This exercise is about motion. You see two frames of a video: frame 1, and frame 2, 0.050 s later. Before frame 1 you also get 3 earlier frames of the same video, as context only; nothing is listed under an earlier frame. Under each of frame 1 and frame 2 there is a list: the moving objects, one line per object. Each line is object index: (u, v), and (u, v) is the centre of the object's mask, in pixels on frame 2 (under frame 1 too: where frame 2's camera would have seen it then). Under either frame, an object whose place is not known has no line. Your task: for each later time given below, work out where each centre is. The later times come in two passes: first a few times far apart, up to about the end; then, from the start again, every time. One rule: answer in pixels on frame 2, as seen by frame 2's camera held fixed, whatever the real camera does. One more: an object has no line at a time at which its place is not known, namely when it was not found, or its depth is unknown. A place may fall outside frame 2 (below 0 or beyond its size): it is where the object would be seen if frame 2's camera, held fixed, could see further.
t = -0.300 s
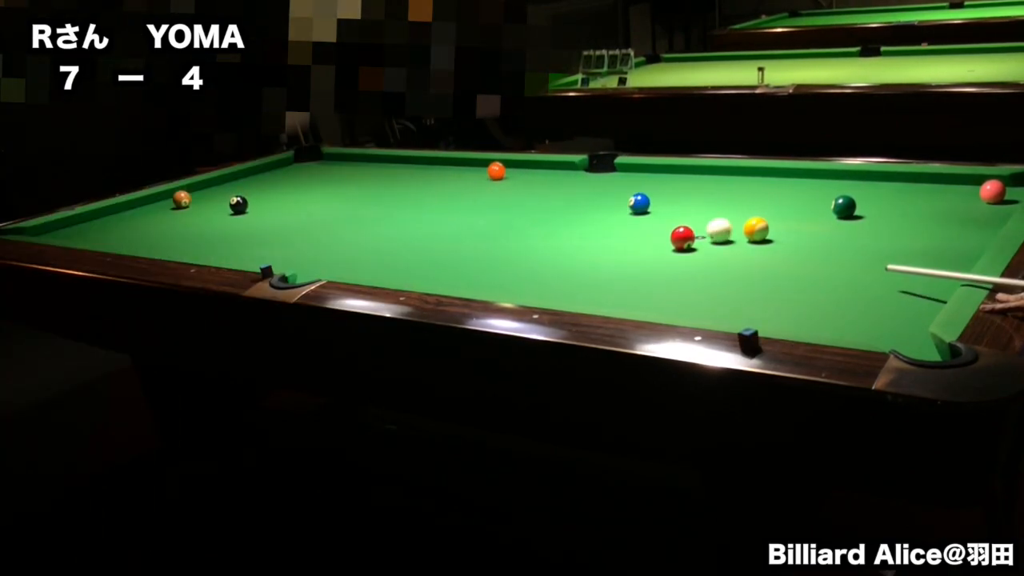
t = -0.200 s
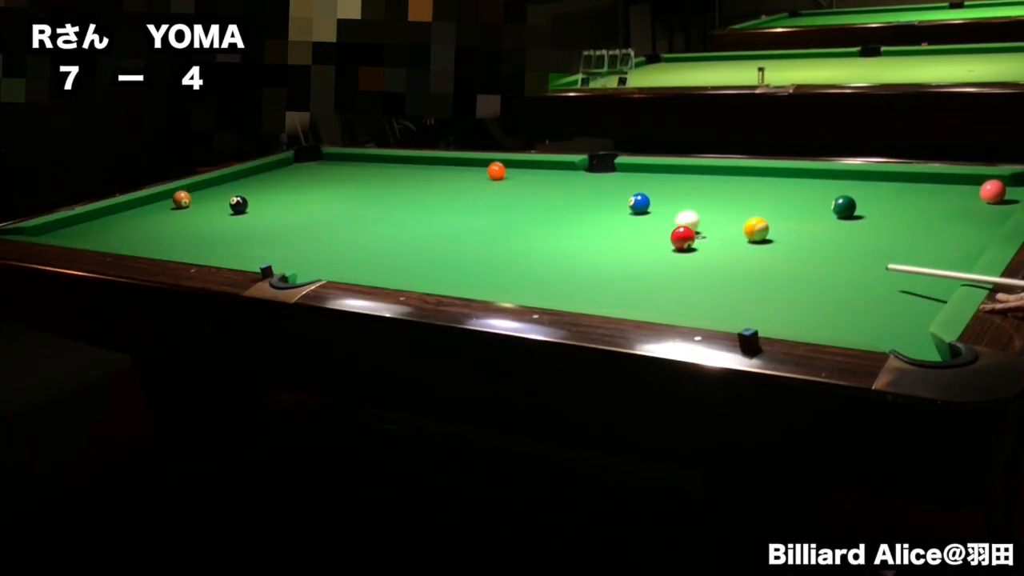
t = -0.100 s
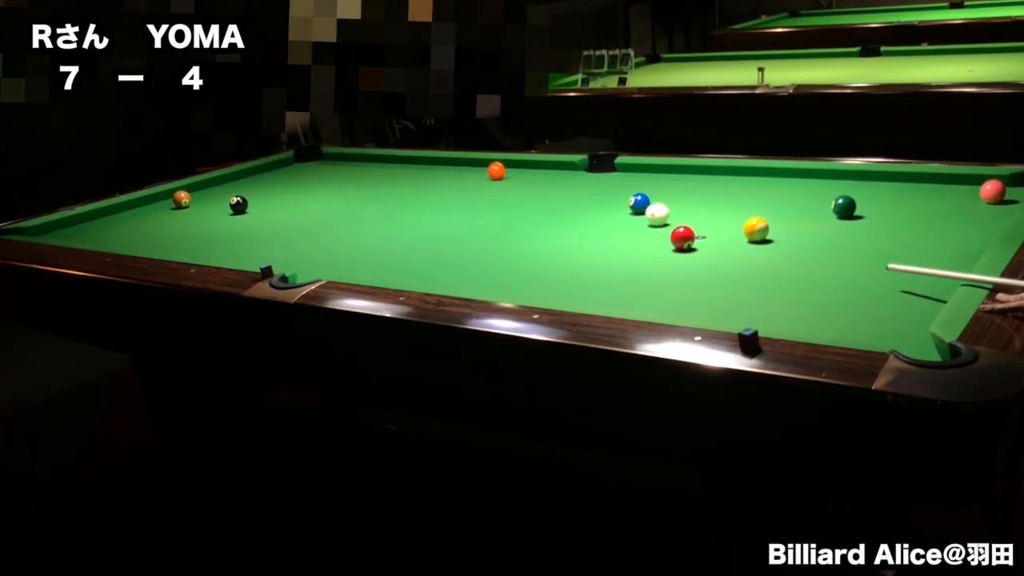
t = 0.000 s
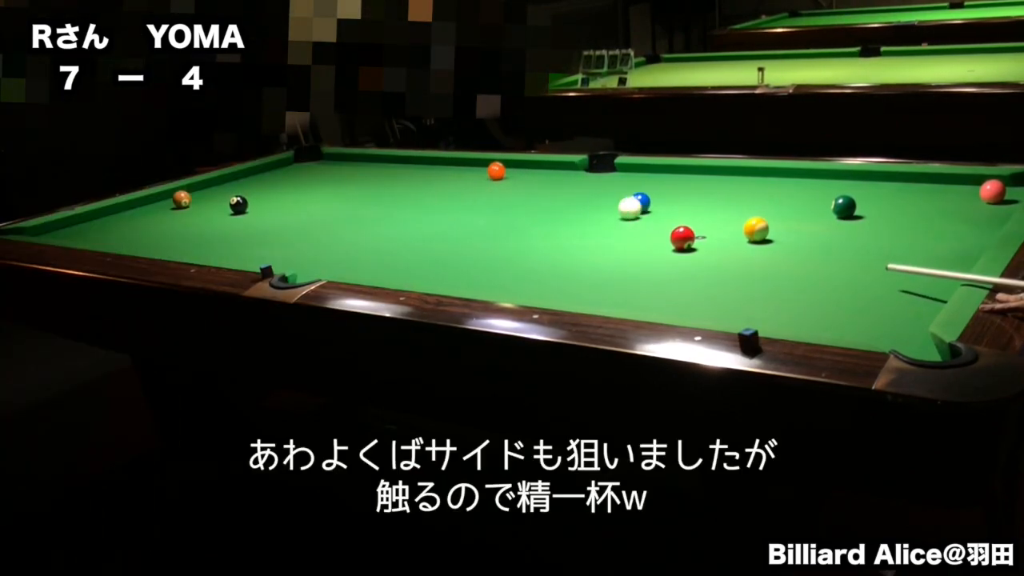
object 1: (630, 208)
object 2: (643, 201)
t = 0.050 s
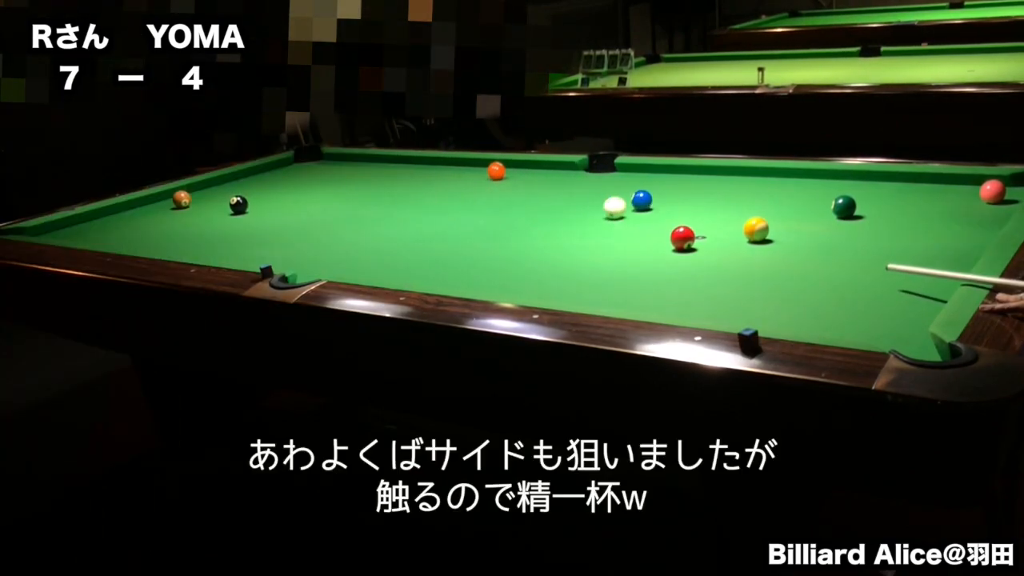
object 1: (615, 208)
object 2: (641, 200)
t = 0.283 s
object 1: (550, 205)
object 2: (648, 191)
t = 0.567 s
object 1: (479, 200)
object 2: (653, 183)
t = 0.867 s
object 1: (414, 195)
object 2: (659, 174)
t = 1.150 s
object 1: (359, 192)
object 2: (661, 169)
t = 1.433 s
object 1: (309, 188)
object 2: (648, 172)
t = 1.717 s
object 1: (265, 185)
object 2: (637, 174)
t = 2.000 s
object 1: (224, 181)
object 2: (627, 176)
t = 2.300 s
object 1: (228, 182)
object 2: (618, 178)
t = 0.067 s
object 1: (610, 208)
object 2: (642, 199)
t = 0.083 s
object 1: (605, 208)
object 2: (642, 199)
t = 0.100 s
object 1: (600, 207)
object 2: (643, 198)
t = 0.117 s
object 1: (595, 207)
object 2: (643, 198)
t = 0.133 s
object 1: (590, 206)
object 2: (644, 197)
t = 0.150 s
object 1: (586, 206)
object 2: (644, 196)
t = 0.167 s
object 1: (581, 206)
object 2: (645, 196)
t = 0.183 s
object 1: (577, 206)
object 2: (645, 195)
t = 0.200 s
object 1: (572, 206)
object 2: (645, 195)
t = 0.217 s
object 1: (568, 206)
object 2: (646, 194)
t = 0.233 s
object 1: (563, 205)
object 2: (646, 193)
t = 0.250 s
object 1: (559, 205)
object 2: (647, 193)
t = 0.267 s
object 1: (554, 205)
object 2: (647, 192)
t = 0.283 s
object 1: (550, 205)
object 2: (648, 191)
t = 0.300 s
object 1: (545, 204)
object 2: (648, 191)
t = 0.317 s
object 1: (541, 204)
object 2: (648, 191)
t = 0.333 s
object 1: (537, 204)
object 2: (648, 190)
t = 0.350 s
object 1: (532, 203)
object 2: (649, 190)
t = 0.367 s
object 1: (528, 203)
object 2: (649, 189)
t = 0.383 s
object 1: (524, 203)
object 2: (650, 188)
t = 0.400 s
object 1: (520, 203)
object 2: (650, 188)
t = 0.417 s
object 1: (515, 202)
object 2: (650, 187)
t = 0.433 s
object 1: (511, 202)
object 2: (651, 187)
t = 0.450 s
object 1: (507, 202)
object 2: (651, 186)
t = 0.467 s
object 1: (503, 201)
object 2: (651, 186)
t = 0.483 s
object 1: (499, 201)
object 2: (652, 185)
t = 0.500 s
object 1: (495, 201)
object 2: (652, 185)
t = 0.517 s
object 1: (491, 201)
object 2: (652, 184)
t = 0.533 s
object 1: (487, 200)
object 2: (653, 183)
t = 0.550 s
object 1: (483, 200)
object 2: (653, 183)
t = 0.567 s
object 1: (479, 200)
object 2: (653, 183)
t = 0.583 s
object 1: (476, 200)
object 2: (654, 182)
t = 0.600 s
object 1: (472, 199)
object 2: (654, 182)
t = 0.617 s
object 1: (468, 199)
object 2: (655, 181)
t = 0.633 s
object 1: (464, 199)
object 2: (655, 180)
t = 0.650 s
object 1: (460, 199)
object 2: (655, 180)
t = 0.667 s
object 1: (457, 198)
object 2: (655, 179)
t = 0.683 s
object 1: (453, 198)
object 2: (656, 178)
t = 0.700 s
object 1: (450, 198)
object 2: (656, 178)
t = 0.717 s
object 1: (446, 198)
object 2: (656, 177)
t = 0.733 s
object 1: (442, 197)
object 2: (657, 177)
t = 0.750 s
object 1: (439, 197)
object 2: (657, 177)
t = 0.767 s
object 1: (435, 197)
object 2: (657, 177)
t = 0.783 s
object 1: (431, 197)
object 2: (657, 176)
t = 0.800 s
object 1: (428, 197)
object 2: (658, 176)
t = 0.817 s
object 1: (424, 196)
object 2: (658, 176)
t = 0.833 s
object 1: (421, 196)
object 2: (658, 175)
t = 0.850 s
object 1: (417, 196)
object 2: (659, 175)
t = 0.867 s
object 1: (414, 195)
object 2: (659, 174)
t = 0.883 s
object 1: (411, 195)
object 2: (659, 174)
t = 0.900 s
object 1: (407, 195)
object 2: (659, 173)
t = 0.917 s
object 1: (404, 195)
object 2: (660, 172)
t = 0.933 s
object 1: (400, 194)
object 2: (660, 172)
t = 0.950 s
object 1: (397, 194)
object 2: (660, 172)
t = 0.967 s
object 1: (394, 194)
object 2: (661, 171)
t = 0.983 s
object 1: (390, 194)
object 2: (661, 171)
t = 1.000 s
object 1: (387, 194)
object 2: (661, 171)
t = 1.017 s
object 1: (384, 193)
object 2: (662, 170)
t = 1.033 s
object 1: (381, 193)
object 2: (662, 170)
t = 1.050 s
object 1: (377, 193)
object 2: (662, 169)
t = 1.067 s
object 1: (374, 193)
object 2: (662, 169)
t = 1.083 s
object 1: (371, 192)
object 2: (663, 169)
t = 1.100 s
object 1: (368, 192)
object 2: (663, 168)
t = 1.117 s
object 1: (365, 192)
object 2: (662, 168)
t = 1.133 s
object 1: (362, 192)
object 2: (662, 169)
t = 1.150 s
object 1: (359, 192)
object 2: (661, 169)
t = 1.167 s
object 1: (355, 191)
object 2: (660, 169)
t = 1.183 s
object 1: (353, 191)
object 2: (659, 169)
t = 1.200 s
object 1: (349, 191)
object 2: (658, 169)
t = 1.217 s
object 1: (346, 190)
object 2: (657, 169)
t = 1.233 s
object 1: (343, 190)
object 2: (657, 169)
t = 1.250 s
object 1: (340, 190)
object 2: (656, 170)
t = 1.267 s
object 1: (338, 190)
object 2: (656, 170)
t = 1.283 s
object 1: (334, 190)
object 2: (655, 170)
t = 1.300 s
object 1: (332, 190)
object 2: (654, 170)
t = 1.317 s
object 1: (329, 189)
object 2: (653, 170)
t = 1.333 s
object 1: (326, 189)
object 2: (653, 171)
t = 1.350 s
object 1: (323, 189)
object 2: (652, 171)
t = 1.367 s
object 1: (320, 188)
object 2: (651, 171)
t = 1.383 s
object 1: (317, 189)
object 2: (650, 171)
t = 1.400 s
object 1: (315, 188)
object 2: (650, 172)
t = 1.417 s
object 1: (312, 188)
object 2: (649, 172)
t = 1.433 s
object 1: (309, 188)
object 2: (648, 172)
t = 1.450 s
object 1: (306, 188)
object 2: (647, 172)
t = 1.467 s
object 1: (303, 188)
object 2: (647, 172)
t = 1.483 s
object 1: (301, 187)
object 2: (646, 172)
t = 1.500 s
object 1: (298, 187)
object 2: (645, 172)
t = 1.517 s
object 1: (295, 187)
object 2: (645, 172)
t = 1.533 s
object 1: (293, 187)
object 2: (644, 172)
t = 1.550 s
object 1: (290, 187)
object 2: (643, 173)
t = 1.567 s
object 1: (287, 186)
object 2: (643, 173)
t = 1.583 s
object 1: (285, 186)
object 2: (642, 173)
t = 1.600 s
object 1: (282, 186)
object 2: (641, 173)
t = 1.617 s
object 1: (279, 186)
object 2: (641, 173)
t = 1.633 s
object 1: (277, 186)
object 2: (640, 173)
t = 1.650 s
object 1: (274, 185)
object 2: (639, 173)
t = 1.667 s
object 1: (272, 185)
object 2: (639, 174)
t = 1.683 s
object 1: (269, 185)
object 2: (638, 174)
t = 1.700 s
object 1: (267, 185)
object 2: (638, 174)
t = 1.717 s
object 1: (265, 185)
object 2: (637, 174)
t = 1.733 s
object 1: (262, 185)
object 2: (636, 174)
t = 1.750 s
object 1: (259, 184)
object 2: (636, 174)
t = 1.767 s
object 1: (257, 184)
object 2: (635, 175)
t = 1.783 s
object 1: (255, 184)
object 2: (635, 175)
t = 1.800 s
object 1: (252, 184)
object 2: (634, 175)
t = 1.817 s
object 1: (250, 184)
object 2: (633, 175)
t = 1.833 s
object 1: (247, 183)
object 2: (633, 175)
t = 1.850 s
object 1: (245, 183)
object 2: (632, 175)
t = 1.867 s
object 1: (243, 183)
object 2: (632, 175)
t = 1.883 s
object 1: (240, 183)
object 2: (631, 176)
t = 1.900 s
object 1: (238, 183)
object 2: (630, 176)
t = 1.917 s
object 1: (236, 183)
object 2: (630, 176)
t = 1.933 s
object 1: (233, 183)
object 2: (629, 176)
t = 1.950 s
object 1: (231, 182)
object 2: (629, 176)
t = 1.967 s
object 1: (228, 182)
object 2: (628, 176)
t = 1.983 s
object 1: (226, 182)
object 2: (628, 176)
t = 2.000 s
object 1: (224, 181)
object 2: (627, 176)
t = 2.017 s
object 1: (222, 182)
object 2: (627, 176)
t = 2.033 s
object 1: (220, 181)
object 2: (626, 176)
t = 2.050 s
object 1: (217, 181)
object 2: (625, 177)
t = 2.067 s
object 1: (215, 181)
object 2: (625, 177)
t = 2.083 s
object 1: (213, 181)
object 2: (625, 177)
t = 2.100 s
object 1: (214, 181)
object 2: (624, 177)
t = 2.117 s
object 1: (215, 181)
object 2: (624, 177)
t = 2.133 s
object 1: (216, 181)
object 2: (623, 177)
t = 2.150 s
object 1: (218, 181)
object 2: (622, 177)
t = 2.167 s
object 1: (219, 181)
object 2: (622, 177)
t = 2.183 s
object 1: (220, 181)
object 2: (621, 178)
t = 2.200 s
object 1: (221, 181)
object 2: (621, 178)
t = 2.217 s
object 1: (222, 182)
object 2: (620, 178)
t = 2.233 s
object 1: (223, 182)
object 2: (620, 178)
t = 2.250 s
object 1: (225, 182)
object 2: (620, 178)
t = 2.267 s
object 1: (226, 182)
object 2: (619, 178)
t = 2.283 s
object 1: (227, 182)
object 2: (618, 178)
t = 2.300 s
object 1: (228, 182)
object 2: (618, 178)
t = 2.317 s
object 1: (229, 182)
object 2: (614, 178)
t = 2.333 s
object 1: (230, 182)
